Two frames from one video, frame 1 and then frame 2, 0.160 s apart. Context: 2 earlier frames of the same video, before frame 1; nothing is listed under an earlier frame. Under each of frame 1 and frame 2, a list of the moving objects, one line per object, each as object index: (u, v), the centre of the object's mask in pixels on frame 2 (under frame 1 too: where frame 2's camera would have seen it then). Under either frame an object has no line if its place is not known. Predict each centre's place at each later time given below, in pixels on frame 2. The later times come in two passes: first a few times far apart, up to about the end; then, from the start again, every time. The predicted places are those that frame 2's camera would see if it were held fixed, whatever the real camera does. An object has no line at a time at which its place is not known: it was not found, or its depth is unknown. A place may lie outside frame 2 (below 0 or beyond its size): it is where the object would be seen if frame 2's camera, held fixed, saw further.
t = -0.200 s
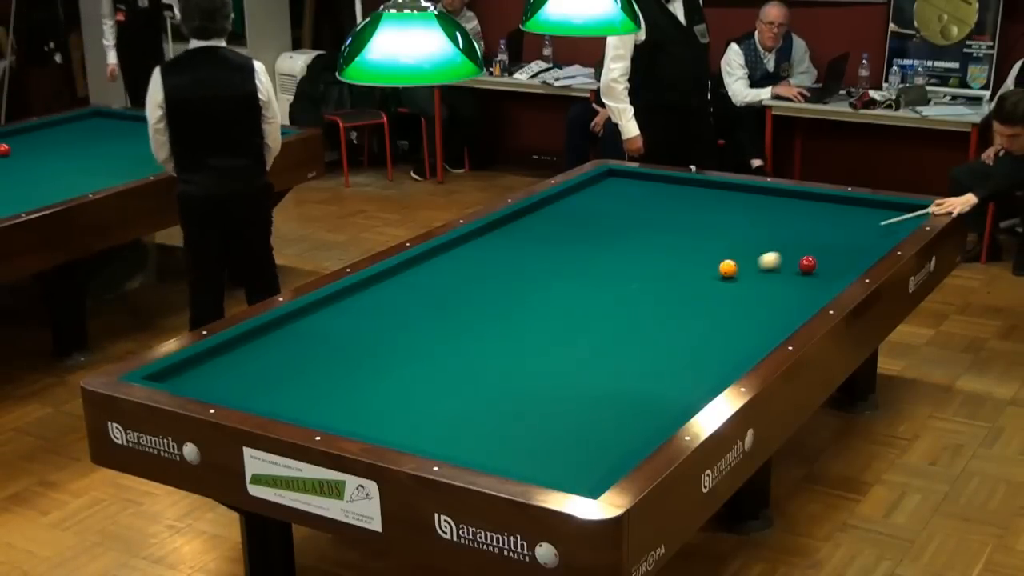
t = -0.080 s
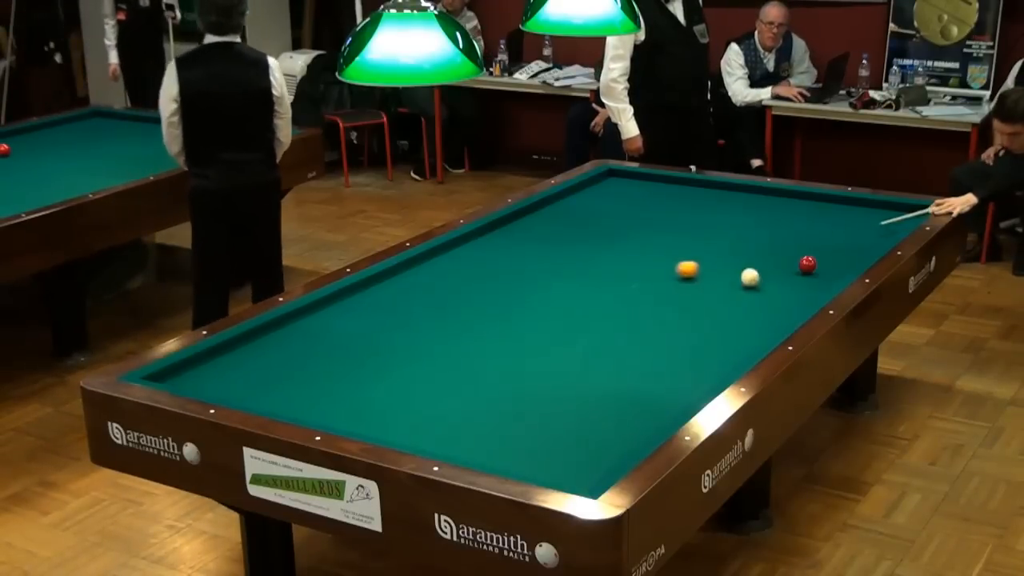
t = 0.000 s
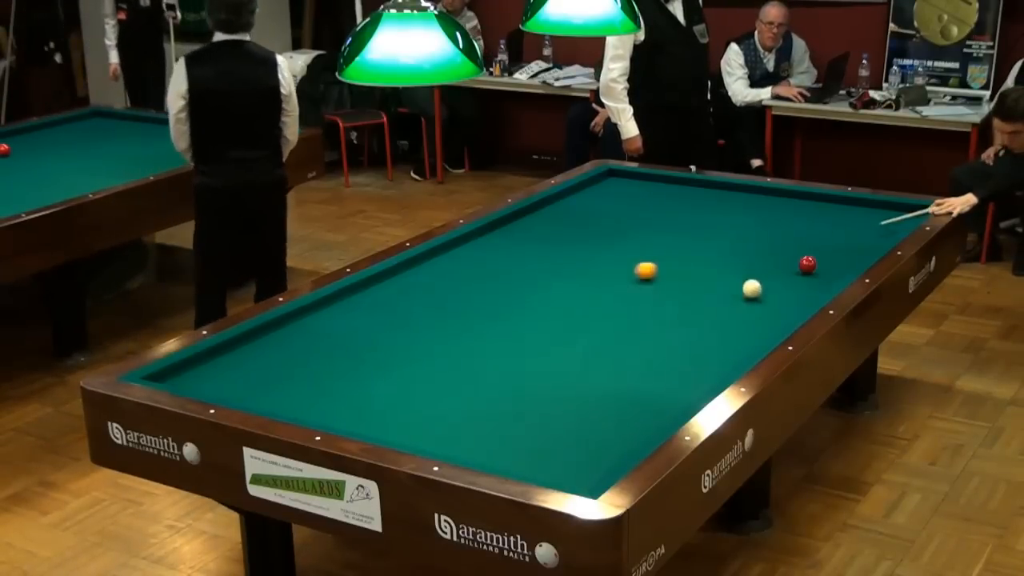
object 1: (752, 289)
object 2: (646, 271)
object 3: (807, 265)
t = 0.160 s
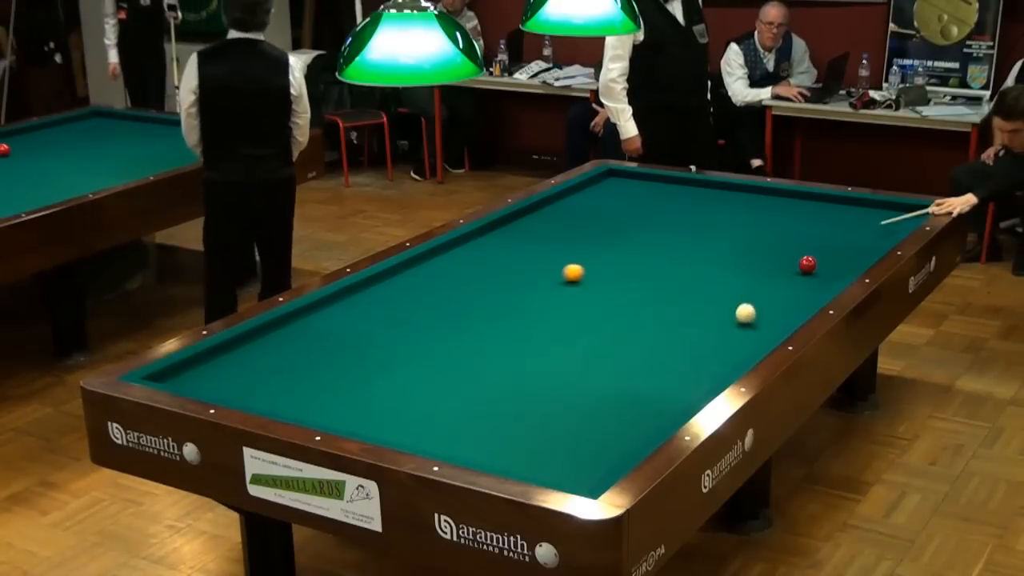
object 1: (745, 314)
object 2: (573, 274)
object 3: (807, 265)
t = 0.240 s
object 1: (739, 327)
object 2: (541, 275)
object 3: (807, 265)
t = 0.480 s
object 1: (718, 370)
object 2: (451, 277)
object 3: (807, 265)
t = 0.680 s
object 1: (665, 403)
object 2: (377, 279)
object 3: (807, 265)
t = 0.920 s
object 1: (594, 445)
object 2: (392, 296)
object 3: (807, 265)
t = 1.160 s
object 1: (566, 463)
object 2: (403, 312)
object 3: (807, 265)
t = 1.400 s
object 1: (615, 437)
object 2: (415, 329)
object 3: (807, 265)
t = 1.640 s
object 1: (655, 416)
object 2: (427, 347)
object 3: (807, 265)
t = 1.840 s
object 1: (682, 399)
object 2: (437, 363)
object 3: (807, 265)
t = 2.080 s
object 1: (700, 380)
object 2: (451, 383)
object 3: (807, 265)
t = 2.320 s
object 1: (716, 363)
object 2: (465, 405)
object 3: (807, 265)
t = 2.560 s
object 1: (731, 347)
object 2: (480, 427)
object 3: (807, 265)
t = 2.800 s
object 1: (745, 332)
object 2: (496, 451)
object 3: (807, 265)
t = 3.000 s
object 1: (756, 320)
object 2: (517, 463)
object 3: (807, 265)
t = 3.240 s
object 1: (767, 307)
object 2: (564, 467)
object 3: (807, 265)
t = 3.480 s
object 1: (778, 295)
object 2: (605, 463)
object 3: (807, 265)
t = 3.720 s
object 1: (788, 284)
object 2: (599, 451)
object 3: (807, 265)
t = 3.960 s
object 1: (798, 273)
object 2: (592, 438)
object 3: (809, 263)
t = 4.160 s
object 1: (801, 269)
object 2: (587, 428)
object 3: (813, 260)
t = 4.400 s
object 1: (801, 267)
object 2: (582, 417)
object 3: (817, 256)
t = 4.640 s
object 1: (800, 265)
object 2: (577, 407)
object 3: (822, 252)
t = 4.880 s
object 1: (800, 263)
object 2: (573, 397)
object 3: (829, 246)
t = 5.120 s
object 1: (800, 262)
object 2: (569, 388)
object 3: (834, 242)
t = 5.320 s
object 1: (800, 261)
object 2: (565, 382)
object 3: (838, 239)
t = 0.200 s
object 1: (742, 321)
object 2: (557, 274)
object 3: (807, 265)
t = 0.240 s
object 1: (739, 327)
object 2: (541, 275)
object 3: (807, 265)
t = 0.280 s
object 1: (736, 334)
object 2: (526, 275)
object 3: (807, 265)
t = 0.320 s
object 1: (733, 341)
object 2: (511, 275)
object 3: (807, 265)
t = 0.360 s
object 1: (729, 348)
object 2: (496, 276)
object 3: (807, 265)
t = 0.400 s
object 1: (726, 356)
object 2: (481, 276)
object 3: (807, 265)
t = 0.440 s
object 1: (722, 363)
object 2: (466, 277)
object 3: (807, 265)
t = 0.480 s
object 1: (718, 370)
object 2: (451, 277)
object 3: (807, 265)
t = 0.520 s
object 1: (708, 376)
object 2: (436, 278)
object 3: (807, 265)
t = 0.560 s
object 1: (697, 383)
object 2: (421, 278)
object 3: (807, 265)
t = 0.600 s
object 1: (687, 389)
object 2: (407, 279)
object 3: (807, 265)
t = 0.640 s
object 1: (676, 396)
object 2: (392, 279)
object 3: (807, 265)
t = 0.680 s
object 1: (665, 403)
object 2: (377, 279)
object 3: (807, 265)
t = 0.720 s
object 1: (654, 409)
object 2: (378, 282)
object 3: (807, 265)
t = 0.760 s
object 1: (643, 416)
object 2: (382, 285)
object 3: (807, 265)
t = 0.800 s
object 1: (631, 423)
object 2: (386, 288)
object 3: (807, 265)
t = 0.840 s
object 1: (619, 430)
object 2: (388, 290)
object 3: (807, 265)
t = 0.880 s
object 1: (607, 438)
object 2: (390, 293)
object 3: (807, 265)
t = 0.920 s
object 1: (594, 445)
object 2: (392, 296)
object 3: (807, 265)
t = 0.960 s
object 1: (582, 452)
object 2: (394, 299)
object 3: (807, 265)
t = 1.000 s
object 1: (569, 460)
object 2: (396, 301)
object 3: (807, 265)
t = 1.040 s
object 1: (556, 467)
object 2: (398, 304)
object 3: (807, 265)
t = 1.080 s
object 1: (545, 471)
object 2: (399, 307)
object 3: (807, 265)
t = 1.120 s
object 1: (556, 468)
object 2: (401, 309)
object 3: (807, 265)
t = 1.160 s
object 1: (566, 463)
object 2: (403, 312)
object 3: (807, 265)
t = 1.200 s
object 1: (576, 458)
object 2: (405, 315)
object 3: (807, 265)
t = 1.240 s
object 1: (585, 453)
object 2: (407, 318)
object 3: (807, 265)
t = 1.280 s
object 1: (593, 448)
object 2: (409, 320)
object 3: (807, 265)
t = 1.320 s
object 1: (601, 445)
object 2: (411, 323)
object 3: (807, 265)
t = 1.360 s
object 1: (608, 441)
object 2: (412, 326)
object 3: (807, 265)
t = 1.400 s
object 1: (615, 437)
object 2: (415, 329)
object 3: (807, 265)
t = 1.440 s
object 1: (622, 434)
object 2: (416, 332)
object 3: (807, 265)
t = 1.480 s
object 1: (629, 430)
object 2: (419, 335)
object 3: (807, 265)
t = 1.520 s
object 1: (636, 427)
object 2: (421, 338)
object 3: (807, 265)
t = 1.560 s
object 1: (642, 423)
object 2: (423, 341)
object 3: (807, 265)
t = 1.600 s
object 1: (649, 420)
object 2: (425, 344)
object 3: (807, 265)
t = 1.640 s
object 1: (655, 416)
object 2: (427, 347)
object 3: (807, 265)
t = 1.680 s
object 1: (661, 413)
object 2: (429, 350)
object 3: (807, 265)
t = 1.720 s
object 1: (667, 409)
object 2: (431, 354)
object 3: (807, 265)
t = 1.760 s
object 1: (674, 406)
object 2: (433, 357)
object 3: (807, 265)
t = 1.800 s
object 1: (678, 402)
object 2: (435, 360)
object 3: (807, 265)
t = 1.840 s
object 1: (682, 399)
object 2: (437, 363)
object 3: (807, 265)
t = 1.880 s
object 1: (685, 396)
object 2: (439, 366)
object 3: (807, 265)
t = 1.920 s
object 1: (688, 393)
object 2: (442, 370)
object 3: (807, 265)
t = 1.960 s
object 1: (691, 389)
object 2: (444, 373)
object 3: (807, 265)
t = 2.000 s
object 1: (694, 386)
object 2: (446, 377)
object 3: (807, 265)
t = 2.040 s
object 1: (697, 383)
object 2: (448, 380)
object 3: (807, 265)
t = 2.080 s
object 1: (700, 380)
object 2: (451, 383)
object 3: (807, 265)
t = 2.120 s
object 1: (703, 378)
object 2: (453, 387)
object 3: (807, 265)
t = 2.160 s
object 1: (705, 375)
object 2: (455, 391)
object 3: (807, 265)
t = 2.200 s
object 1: (708, 372)
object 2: (458, 394)
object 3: (807, 265)
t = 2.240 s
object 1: (711, 369)
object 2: (460, 398)
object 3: (807, 265)
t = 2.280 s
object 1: (714, 366)
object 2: (462, 401)
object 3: (807, 265)
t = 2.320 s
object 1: (716, 363)
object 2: (465, 405)
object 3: (807, 265)
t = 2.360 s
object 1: (719, 360)
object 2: (467, 409)
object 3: (807, 265)
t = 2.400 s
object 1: (721, 358)
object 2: (470, 412)
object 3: (807, 265)
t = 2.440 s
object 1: (724, 355)
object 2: (473, 416)
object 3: (807, 265)
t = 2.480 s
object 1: (726, 352)
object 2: (475, 420)
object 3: (807, 265)
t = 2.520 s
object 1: (729, 350)
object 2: (478, 424)
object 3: (807, 265)
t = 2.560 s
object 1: (731, 347)
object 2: (480, 427)
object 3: (807, 265)
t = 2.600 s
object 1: (734, 344)
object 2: (483, 431)
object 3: (807, 265)
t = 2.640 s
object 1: (736, 342)
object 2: (485, 435)
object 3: (807, 265)
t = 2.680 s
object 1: (738, 339)
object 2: (488, 439)
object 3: (807, 265)
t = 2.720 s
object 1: (740, 337)
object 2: (490, 443)
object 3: (807, 265)
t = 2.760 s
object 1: (743, 334)
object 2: (493, 447)
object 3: (807, 265)
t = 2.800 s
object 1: (745, 332)
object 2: (496, 451)
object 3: (807, 265)
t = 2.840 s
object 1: (747, 330)
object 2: (499, 455)
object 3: (807, 265)
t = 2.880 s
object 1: (749, 327)
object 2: (502, 458)
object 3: (807, 265)
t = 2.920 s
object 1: (751, 325)
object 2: (505, 461)
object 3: (807, 265)
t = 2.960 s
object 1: (754, 323)
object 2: (509, 463)
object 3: (807, 265)
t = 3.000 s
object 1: (756, 320)
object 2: (517, 463)
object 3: (807, 265)
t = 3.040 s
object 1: (758, 318)
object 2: (525, 464)
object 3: (807, 265)
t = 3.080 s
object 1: (760, 316)
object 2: (533, 465)
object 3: (807, 265)
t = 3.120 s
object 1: (762, 314)
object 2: (541, 465)
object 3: (807, 265)
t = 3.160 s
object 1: (764, 312)
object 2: (548, 466)
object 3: (807, 265)
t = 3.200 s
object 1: (766, 309)
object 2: (556, 466)
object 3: (807, 265)
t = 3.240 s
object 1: (767, 307)
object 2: (564, 467)
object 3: (807, 265)
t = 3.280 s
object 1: (769, 306)
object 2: (571, 466)
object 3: (807, 265)
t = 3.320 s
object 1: (771, 303)
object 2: (579, 466)
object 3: (807, 265)
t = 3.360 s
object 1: (773, 301)
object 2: (586, 466)
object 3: (807, 265)
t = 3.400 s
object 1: (775, 299)
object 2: (593, 466)
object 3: (807, 265)
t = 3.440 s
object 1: (776, 297)
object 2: (600, 464)
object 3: (807, 265)
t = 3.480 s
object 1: (778, 295)
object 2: (605, 463)
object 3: (807, 265)
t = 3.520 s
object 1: (780, 293)
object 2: (603, 461)
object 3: (807, 265)
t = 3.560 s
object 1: (782, 291)
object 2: (602, 460)
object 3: (807, 265)
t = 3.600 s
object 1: (783, 289)
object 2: (601, 457)
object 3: (807, 265)
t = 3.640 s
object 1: (785, 287)
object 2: (600, 455)
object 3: (807, 265)
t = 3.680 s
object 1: (787, 286)
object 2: (600, 453)
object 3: (807, 265)
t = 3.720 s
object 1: (788, 284)
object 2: (599, 451)
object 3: (807, 265)
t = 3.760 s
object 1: (790, 282)
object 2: (598, 448)
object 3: (807, 265)
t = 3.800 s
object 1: (792, 280)
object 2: (596, 447)
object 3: (807, 265)
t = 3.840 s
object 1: (793, 278)
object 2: (595, 444)
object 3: (807, 265)
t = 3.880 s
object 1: (795, 277)
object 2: (594, 442)
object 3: (808, 264)
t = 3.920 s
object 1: (796, 275)
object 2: (593, 440)
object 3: (809, 264)
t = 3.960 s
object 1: (798, 273)
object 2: (592, 438)
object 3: (809, 263)
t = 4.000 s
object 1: (799, 272)
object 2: (591, 436)
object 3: (810, 263)
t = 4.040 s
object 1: (801, 270)
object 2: (590, 434)
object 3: (811, 262)
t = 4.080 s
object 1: (801, 269)
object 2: (589, 432)
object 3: (811, 261)
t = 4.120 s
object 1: (801, 269)
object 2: (588, 430)
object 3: (812, 260)
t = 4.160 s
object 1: (801, 269)
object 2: (587, 428)
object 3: (813, 260)
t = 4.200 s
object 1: (801, 268)
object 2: (586, 426)
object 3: (813, 259)
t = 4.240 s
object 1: (801, 268)
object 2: (586, 424)
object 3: (814, 258)
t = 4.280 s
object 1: (801, 268)
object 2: (585, 422)
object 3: (815, 258)
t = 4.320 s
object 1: (801, 267)
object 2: (584, 421)
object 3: (815, 258)
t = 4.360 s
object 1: (801, 267)
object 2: (583, 419)
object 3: (816, 257)
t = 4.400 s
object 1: (801, 267)
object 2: (582, 417)
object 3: (817, 256)
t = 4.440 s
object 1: (801, 266)
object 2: (581, 415)
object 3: (817, 256)
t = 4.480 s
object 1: (801, 266)
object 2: (580, 413)
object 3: (818, 255)
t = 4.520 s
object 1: (800, 266)
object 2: (580, 411)
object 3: (819, 254)
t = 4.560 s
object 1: (800, 265)
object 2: (579, 410)
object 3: (820, 253)
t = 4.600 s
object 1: (800, 265)
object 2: (578, 408)
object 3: (820, 253)
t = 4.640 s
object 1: (800, 265)
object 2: (577, 407)
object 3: (822, 252)
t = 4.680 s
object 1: (800, 265)
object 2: (577, 405)
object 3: (822, 251)
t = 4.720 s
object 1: (801, 264)
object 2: (576, 403)
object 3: (825, 250)
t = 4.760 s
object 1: (800, 264)
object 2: (575, 402)
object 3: (826, 249)
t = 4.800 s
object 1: (800, 264)
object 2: (574, 400)
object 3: (827, 248)
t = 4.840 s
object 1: (800, 263)
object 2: (573, 399)
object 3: (827, 247)
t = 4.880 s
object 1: (800, 263)
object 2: (573, 397)
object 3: (829, 246)
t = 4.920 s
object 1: (800, 263)
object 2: (572, 395)
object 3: (829, 246)
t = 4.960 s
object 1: (800, 263)
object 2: (571, 394)
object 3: (831, 245)
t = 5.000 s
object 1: (800, 263)
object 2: (571, 393)
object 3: (831, 244)
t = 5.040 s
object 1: (800, 263)
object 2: (570, 391)
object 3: (832, 244)
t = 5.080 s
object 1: (800, 262)
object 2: (569, 390)
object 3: (833, 243)
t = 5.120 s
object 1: (800, 262)
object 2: (569, 388)
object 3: (834, 242)
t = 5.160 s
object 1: (800, 262)
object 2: (568, 387)
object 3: (835, 241)
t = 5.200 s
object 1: (801, 262)
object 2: (567, 386)
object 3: (835, 241)
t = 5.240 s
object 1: (800, 262)
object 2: (567, 384)
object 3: (836, 240)
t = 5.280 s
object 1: (800, 262)
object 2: (566, 383)
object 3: (837, 240)
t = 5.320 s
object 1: (800, 261)
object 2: (565, 382)
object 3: (838, 239)
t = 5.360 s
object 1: (800, 261)
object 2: (565, 381)
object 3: (839, 239)
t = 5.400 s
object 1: (800, 261)
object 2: (564, 379)
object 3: (839, 238)
